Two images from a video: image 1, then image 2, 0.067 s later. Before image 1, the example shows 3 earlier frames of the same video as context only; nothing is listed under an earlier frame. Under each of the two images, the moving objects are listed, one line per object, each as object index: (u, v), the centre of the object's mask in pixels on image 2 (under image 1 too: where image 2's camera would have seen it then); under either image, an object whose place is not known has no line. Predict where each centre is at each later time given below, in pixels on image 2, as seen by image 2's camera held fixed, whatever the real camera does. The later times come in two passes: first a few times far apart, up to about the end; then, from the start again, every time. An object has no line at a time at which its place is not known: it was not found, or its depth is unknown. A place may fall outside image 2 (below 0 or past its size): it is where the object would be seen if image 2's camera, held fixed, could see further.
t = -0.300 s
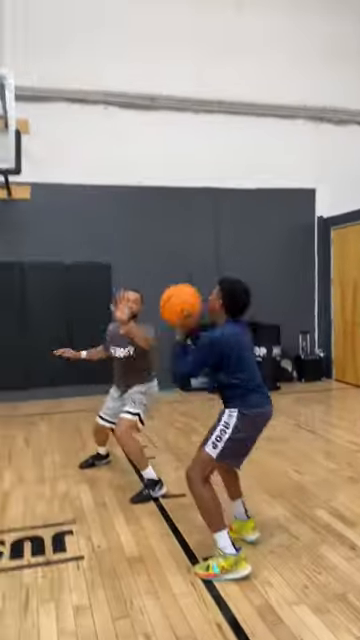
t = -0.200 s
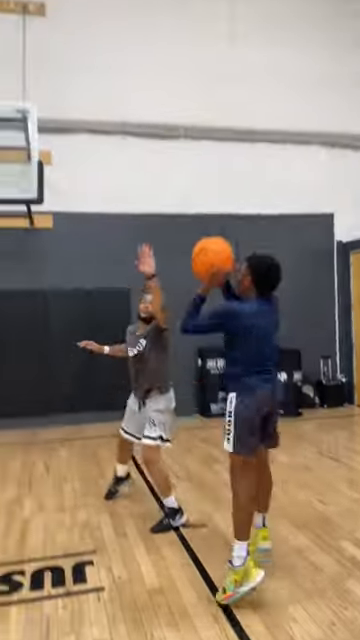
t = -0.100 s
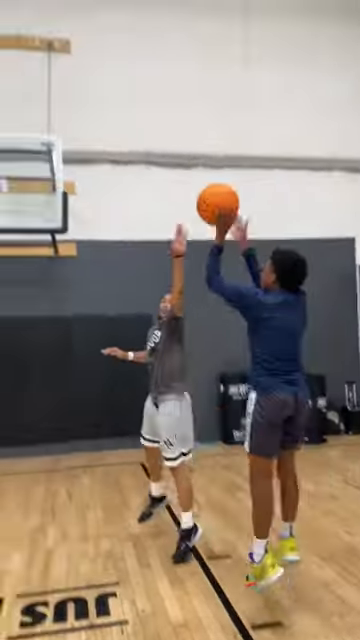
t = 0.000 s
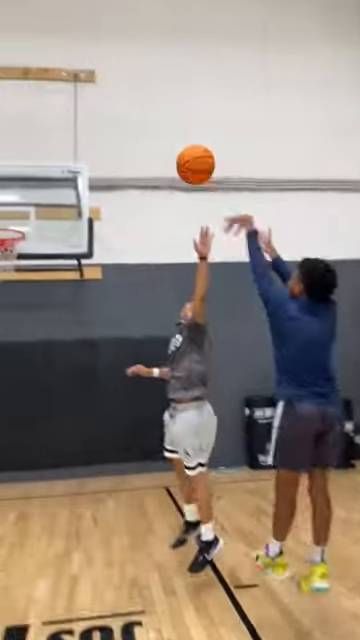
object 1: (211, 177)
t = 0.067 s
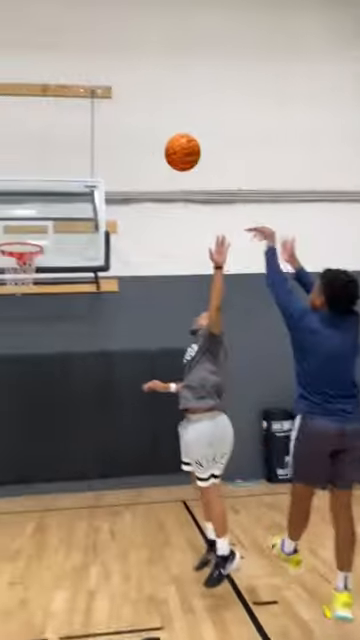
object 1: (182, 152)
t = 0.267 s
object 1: (116, 122)
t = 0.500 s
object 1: (62, 147)
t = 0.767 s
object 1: (16, 227)
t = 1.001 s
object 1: (36, 269)
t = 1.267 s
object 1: (38, 279)
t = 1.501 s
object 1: (28, 340)
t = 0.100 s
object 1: (169, 142)
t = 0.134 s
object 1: (157, 135)
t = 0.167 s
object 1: (146, 130)
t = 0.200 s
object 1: (135, 126)
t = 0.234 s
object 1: (125, 123)
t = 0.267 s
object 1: (116, 122)
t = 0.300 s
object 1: (107, 123)
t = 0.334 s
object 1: (99, 124)
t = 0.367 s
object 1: (91, 127)
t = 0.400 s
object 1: (83, 130)
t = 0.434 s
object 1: (76, 135)
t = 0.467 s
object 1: (69, 140)
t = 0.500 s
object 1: (62, 147)
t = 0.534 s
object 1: (56, 154)
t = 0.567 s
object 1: (49, 163)
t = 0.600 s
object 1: (43, 171)
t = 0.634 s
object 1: (37, 181)
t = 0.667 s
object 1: (32, 191)
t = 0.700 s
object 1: (26, 203)
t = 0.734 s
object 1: (21, 214)
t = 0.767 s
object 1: (16, 227)
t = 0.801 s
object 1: (12, 239)
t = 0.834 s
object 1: (11, 244)
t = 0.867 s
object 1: (14, 254)
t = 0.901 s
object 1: (21, 262)
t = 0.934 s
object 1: (26, 266)
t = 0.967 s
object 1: (31, 269)
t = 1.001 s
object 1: (36, 269)
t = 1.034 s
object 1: (38, 269)
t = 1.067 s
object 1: (40, 269)
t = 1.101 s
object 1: (42, 269)
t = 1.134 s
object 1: (42, 270)
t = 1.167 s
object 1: (41, 272)
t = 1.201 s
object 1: (41, 274)
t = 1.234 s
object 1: (39, 275)
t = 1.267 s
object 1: (38, 279)
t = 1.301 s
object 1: (37, 285)
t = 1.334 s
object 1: (36, 292)
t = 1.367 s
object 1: (34, 298)
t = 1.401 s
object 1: (33, 307)
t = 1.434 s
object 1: (31, 317)
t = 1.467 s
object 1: (30, 328)
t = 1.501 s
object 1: (28, 340)
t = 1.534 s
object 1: (26, 352)
